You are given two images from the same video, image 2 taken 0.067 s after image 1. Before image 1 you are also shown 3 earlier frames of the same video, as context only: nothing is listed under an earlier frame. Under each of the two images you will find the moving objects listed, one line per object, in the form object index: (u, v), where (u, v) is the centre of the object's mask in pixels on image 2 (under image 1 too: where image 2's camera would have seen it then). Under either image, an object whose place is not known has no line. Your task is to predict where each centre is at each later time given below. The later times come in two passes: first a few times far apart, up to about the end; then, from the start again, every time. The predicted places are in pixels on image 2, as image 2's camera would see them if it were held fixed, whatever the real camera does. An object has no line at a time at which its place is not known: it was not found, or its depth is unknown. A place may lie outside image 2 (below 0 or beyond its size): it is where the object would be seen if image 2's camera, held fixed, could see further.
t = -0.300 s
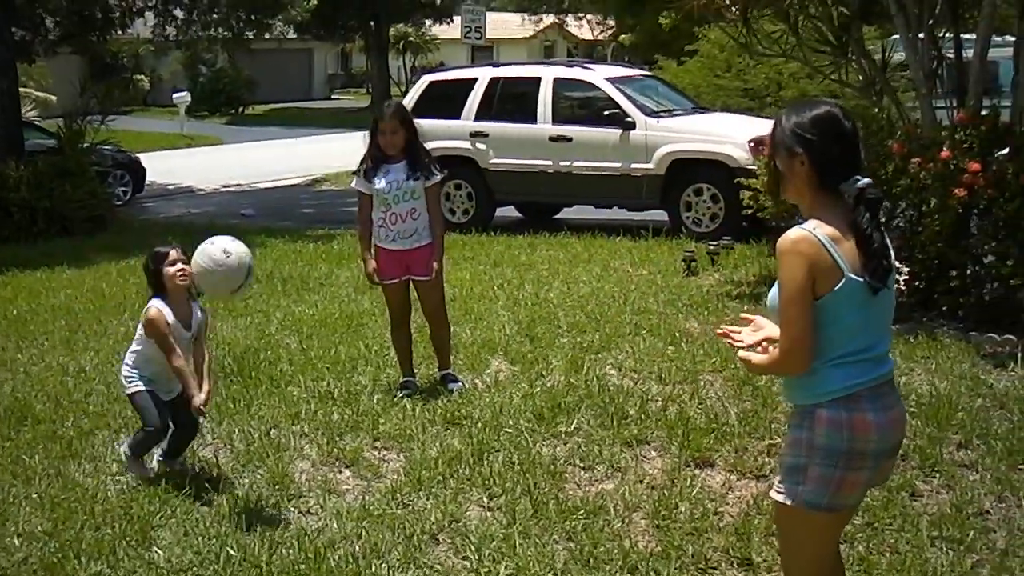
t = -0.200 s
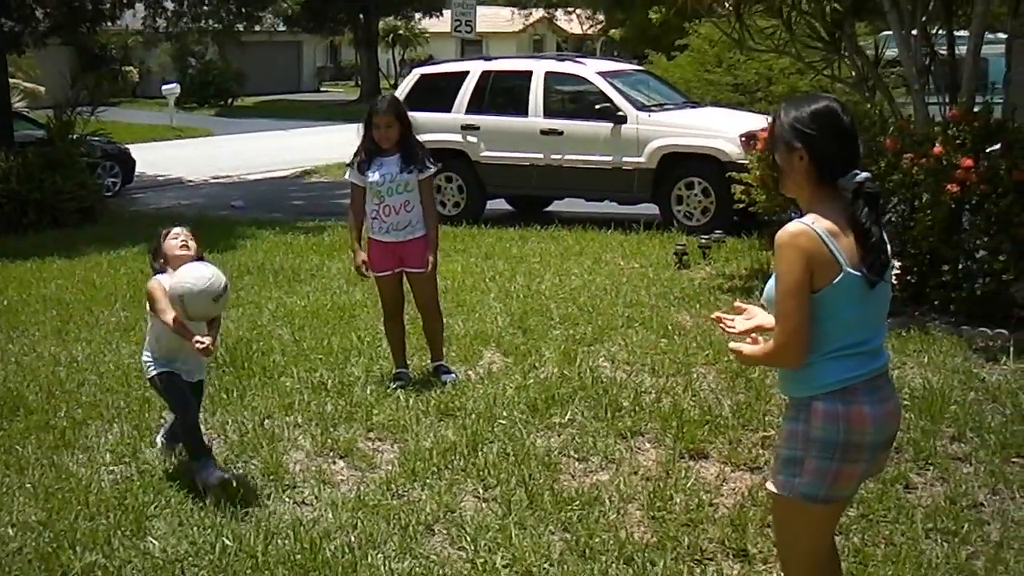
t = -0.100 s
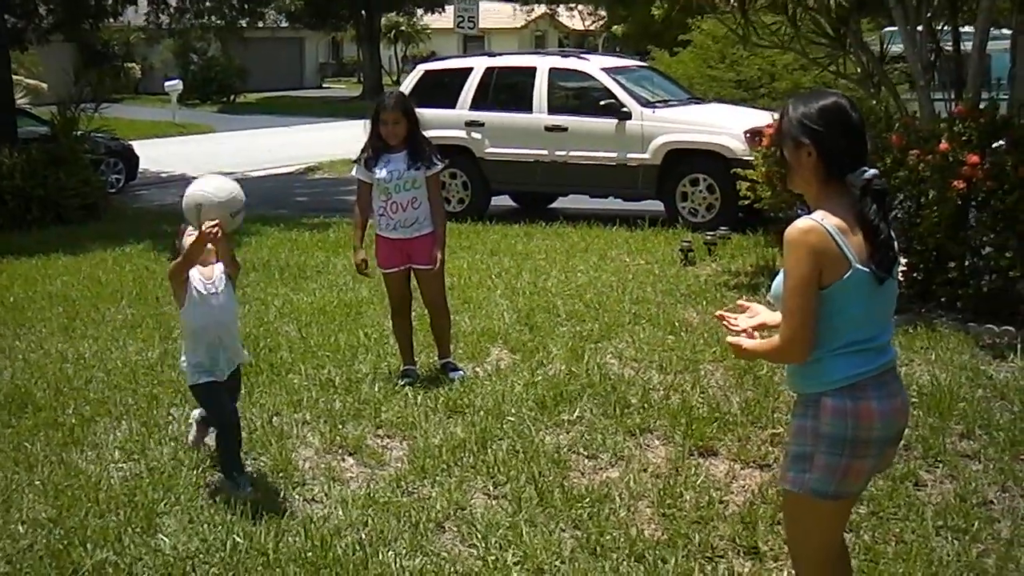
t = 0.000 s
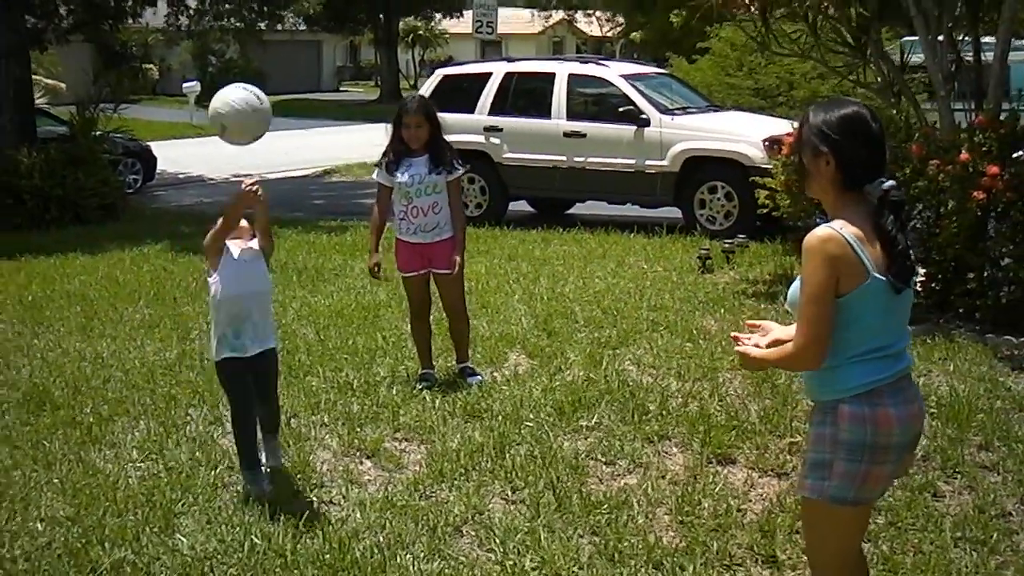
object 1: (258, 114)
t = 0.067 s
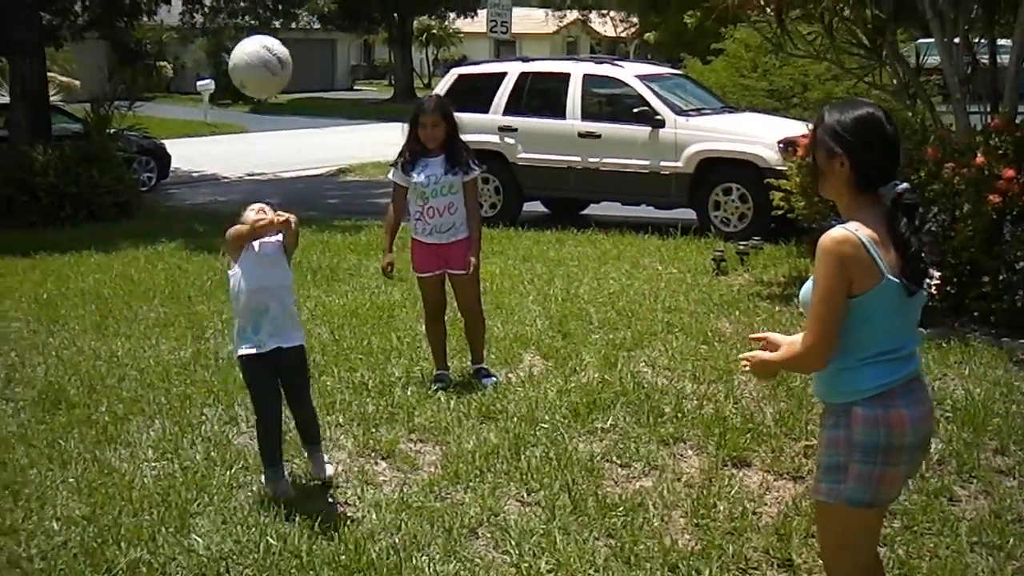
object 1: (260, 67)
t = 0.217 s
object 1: (270, 10)
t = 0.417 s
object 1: (282, 29)
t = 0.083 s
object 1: (261, 57)
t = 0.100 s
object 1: (262, 48)
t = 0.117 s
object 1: (264, 40)
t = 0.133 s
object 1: (265, 32)
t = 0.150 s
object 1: (265, 26)
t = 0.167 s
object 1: (267, 20)
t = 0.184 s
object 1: (268, 16)
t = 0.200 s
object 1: (269, 13)
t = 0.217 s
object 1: (270, 10)
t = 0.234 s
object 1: (271, 8)
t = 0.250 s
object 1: (272, 8)
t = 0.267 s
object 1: (273, 8)
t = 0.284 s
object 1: (275, 8)
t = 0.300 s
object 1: (276, 8)
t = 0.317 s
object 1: (277, 9)
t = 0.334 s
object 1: (278, 10)
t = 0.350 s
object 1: (278, 11)
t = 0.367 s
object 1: (279, 12)
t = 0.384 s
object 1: (279, 16)
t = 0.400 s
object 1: (279, 21)
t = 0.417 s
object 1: (282, 29)
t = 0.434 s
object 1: (283, 36)
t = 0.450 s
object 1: (284, 44)
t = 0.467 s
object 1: (285, 53)
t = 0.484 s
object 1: (287, 62)
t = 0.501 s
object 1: (288, 73)
